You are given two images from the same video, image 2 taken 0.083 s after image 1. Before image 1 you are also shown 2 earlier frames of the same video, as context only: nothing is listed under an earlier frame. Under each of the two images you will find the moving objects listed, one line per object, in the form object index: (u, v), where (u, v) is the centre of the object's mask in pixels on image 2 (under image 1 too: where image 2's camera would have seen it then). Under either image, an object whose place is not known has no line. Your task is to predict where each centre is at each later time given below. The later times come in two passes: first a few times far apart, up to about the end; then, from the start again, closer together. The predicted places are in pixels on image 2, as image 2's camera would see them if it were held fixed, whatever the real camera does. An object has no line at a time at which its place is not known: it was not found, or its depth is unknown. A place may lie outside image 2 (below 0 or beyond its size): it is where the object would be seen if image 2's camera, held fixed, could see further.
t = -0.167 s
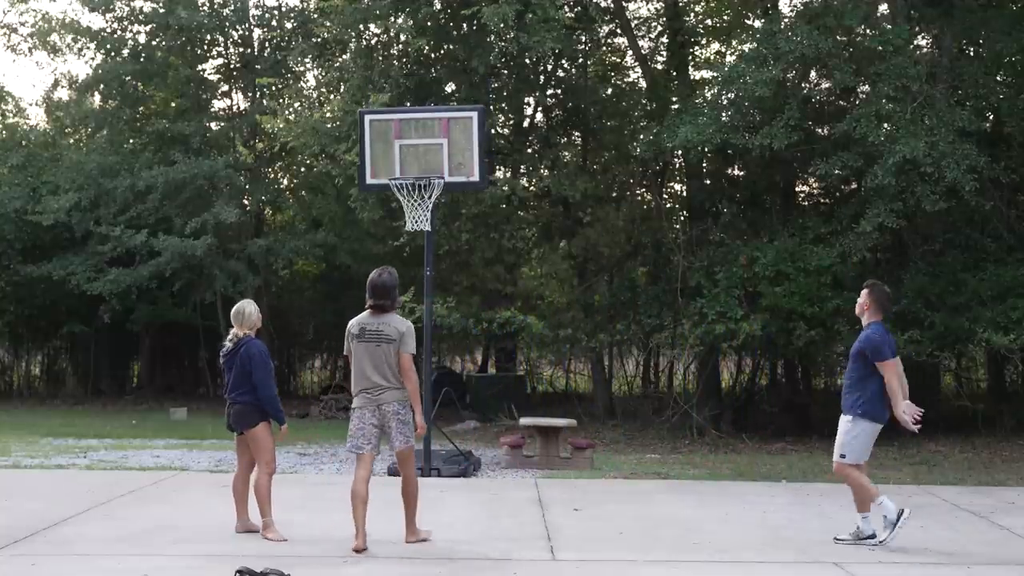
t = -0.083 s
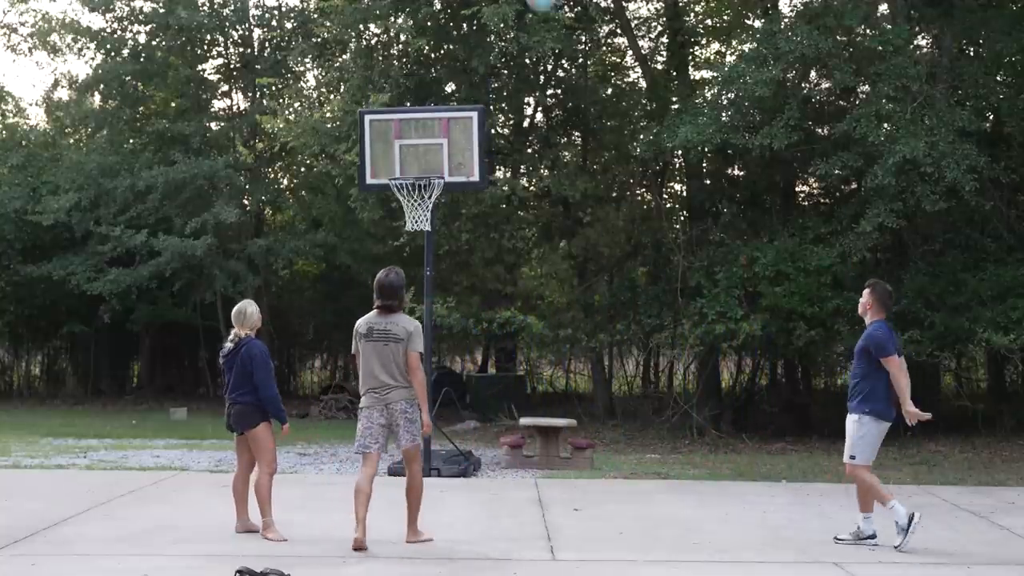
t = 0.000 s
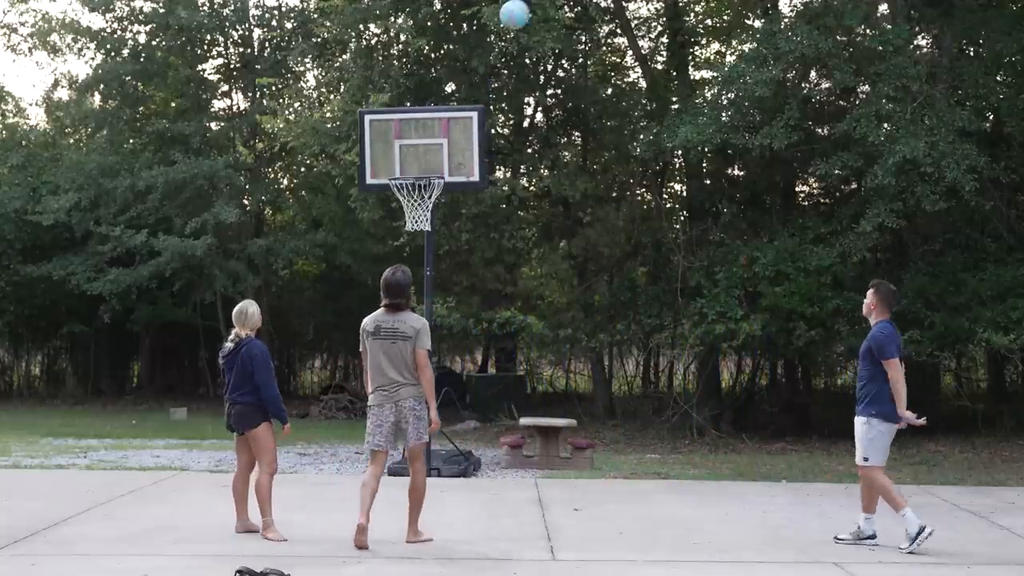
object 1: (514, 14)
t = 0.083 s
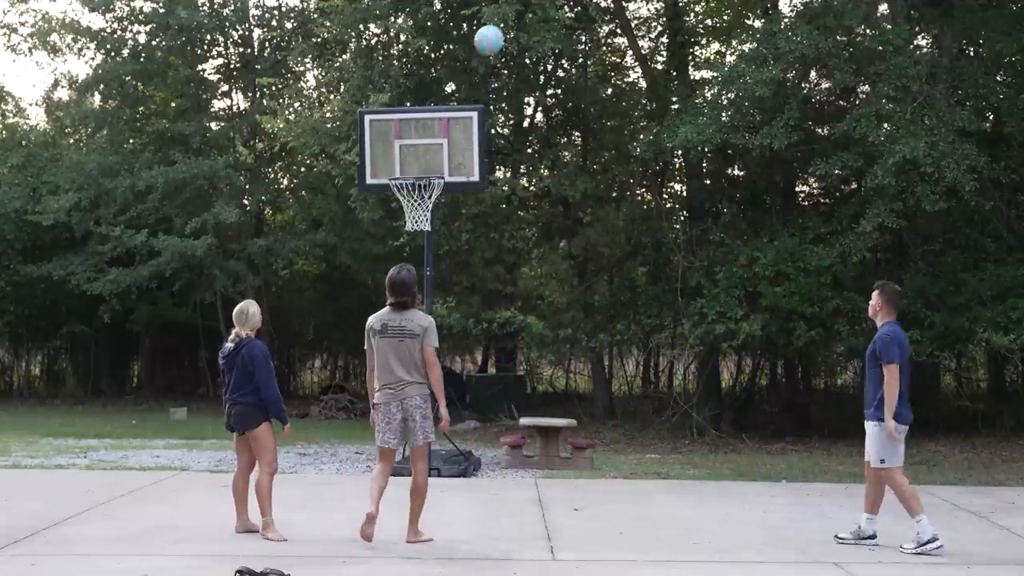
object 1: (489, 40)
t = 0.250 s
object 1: (441, 111)
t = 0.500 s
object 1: (406, 205)
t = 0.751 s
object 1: (425, 233)
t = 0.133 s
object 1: (474, 59)
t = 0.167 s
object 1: (464, 73)
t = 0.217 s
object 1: (450, 94)
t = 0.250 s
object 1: (441, 111)
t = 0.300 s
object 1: (427, 138)
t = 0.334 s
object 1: (417, 156)
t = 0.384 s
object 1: (404, 188)
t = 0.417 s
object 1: (399, 200)
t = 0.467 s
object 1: (403, 203)
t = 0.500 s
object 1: (406, 205)
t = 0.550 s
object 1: (409, 209)
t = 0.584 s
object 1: (414, 213)
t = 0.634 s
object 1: (417, 217)
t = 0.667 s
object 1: (420, 220)
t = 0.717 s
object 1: (423, 227)
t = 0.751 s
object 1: (425, 233)
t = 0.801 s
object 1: (429, 244)
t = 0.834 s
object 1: (431, 253)
